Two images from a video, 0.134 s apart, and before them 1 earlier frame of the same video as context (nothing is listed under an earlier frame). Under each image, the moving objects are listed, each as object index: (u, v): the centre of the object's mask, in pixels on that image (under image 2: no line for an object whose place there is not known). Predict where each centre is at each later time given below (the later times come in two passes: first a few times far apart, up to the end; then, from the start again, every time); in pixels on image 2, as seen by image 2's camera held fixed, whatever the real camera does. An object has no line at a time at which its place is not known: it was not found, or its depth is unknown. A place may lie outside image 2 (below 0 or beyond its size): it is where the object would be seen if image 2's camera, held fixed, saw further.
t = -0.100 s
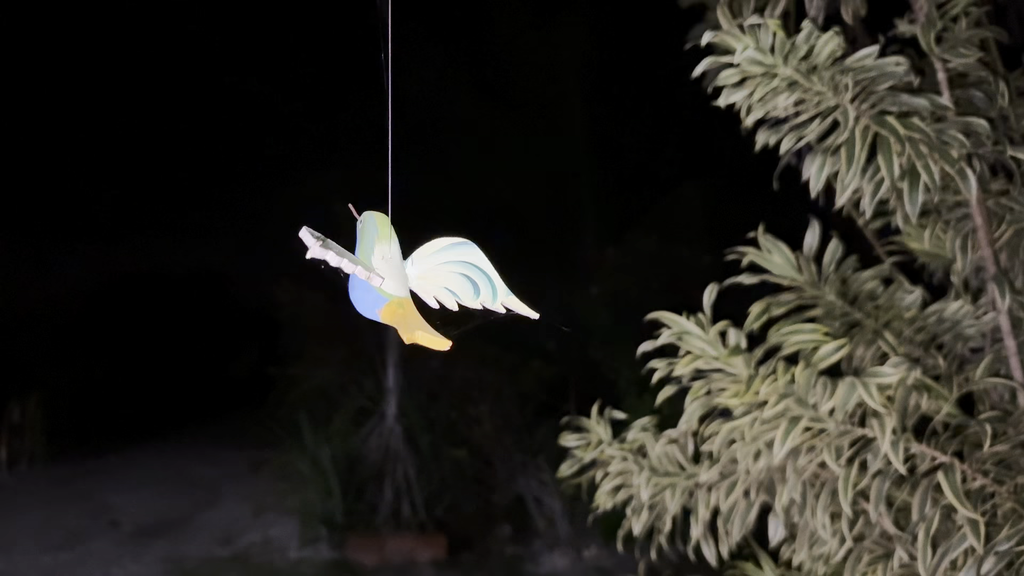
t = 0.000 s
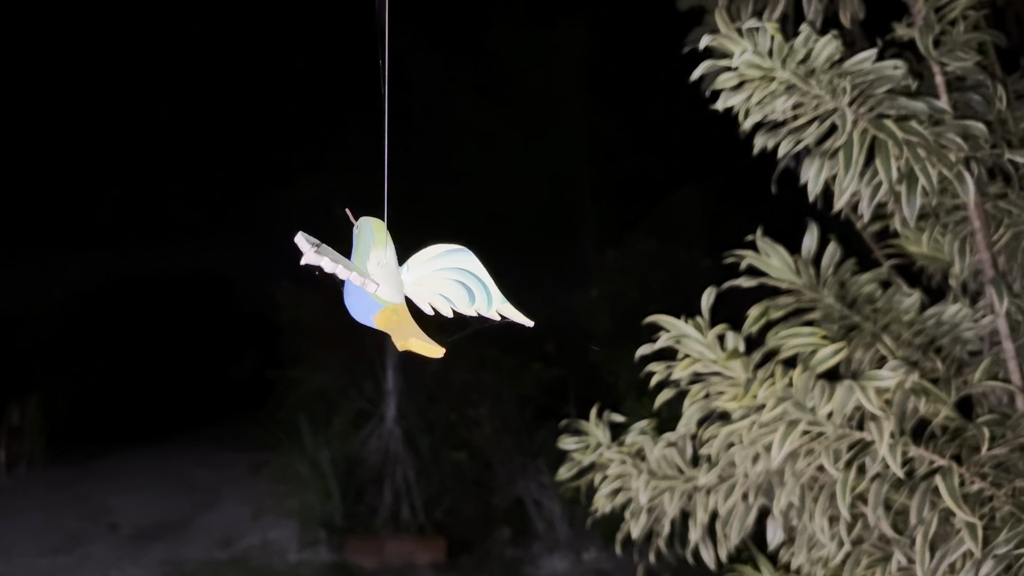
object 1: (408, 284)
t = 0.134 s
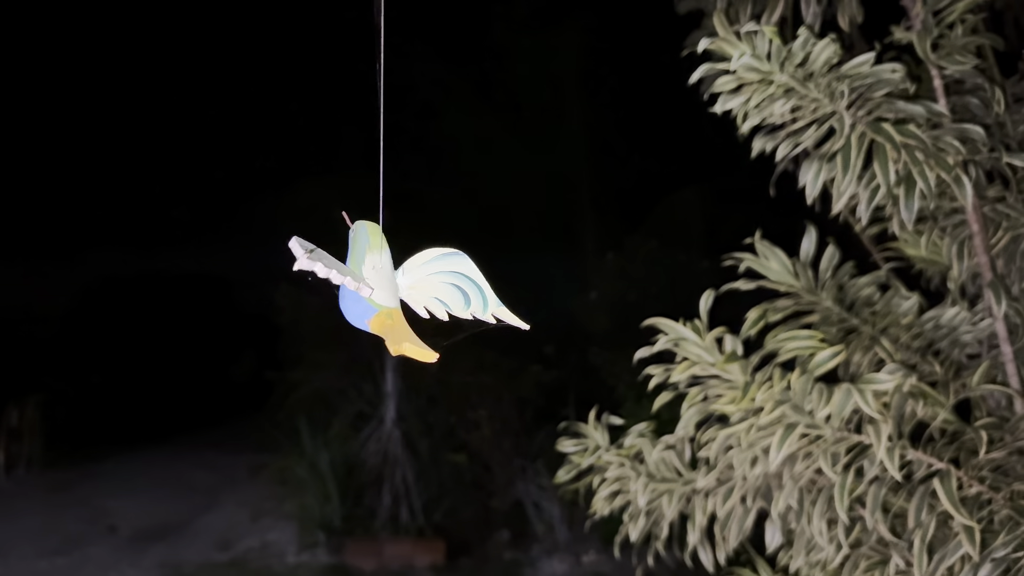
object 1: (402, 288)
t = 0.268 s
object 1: (398, 288)
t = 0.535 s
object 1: (389, 289)
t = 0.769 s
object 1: (384, 290)
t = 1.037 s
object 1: (390, 289)
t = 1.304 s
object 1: (396, 287)
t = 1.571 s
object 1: (395, 287)
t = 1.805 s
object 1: (388, 285)
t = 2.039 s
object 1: (387, 285)
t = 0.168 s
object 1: (400, 288)
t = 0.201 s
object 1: (399, 288)
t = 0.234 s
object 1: (398, 288)
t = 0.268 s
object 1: (398, 288)
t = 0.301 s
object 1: (396, 289)
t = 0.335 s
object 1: (396, 289)
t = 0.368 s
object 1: (395, 289)
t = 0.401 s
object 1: (394, 289)
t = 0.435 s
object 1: (393, 289)
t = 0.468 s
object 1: (392, 289)
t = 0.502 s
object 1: (390, 289)
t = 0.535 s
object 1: (389, 289)
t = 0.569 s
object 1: (388, 289)
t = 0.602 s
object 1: (386, 289)
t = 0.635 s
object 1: (386, 289)
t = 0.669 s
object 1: (385, 290)
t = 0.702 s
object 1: (385, 290)
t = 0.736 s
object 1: (384, 290)
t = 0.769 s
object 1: (384, 290)
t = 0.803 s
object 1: (385, 290)
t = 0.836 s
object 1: (385, 290)
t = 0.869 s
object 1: (386, 290)
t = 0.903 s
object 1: (387, 289)
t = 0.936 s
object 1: (388, 289)
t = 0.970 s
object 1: (389, 289)
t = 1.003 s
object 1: (390, 289)
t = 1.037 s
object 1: (390, 289)
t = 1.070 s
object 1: (391, 289)
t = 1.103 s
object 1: (392, 289)
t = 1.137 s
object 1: (393, 288)
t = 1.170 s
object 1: (393, 288)
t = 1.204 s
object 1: (394, 288)
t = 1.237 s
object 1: (394, 287)
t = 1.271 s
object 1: (395, 287)
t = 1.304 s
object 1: (396, 287)
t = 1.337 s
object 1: (396, 287)
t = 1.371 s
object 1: (396, 287)
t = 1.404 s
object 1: (397, 287)
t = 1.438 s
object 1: (397, 286)
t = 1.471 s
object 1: (397, 286)
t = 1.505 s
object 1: (397, 286)
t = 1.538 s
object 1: (396, 286)
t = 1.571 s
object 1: (395, 287)
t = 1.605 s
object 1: (394, 287)
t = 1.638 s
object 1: (393, 287)
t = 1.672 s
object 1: (392, 287)
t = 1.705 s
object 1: (390, 286)
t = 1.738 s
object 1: (389, 286)
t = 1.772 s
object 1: (388, 285)
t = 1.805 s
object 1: (388, 285)
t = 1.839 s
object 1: (387, 284)
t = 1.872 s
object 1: (386, 284)
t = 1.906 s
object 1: (386, 284)
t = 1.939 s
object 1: (386, 284)
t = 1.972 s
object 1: (386, 284)
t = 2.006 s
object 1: (387, 285)
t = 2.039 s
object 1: (387, 285)
